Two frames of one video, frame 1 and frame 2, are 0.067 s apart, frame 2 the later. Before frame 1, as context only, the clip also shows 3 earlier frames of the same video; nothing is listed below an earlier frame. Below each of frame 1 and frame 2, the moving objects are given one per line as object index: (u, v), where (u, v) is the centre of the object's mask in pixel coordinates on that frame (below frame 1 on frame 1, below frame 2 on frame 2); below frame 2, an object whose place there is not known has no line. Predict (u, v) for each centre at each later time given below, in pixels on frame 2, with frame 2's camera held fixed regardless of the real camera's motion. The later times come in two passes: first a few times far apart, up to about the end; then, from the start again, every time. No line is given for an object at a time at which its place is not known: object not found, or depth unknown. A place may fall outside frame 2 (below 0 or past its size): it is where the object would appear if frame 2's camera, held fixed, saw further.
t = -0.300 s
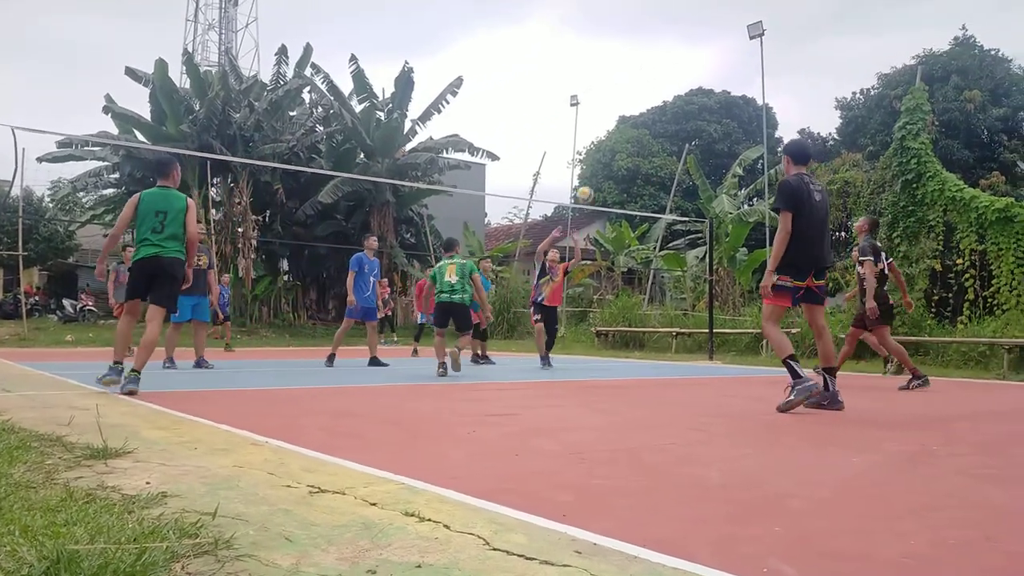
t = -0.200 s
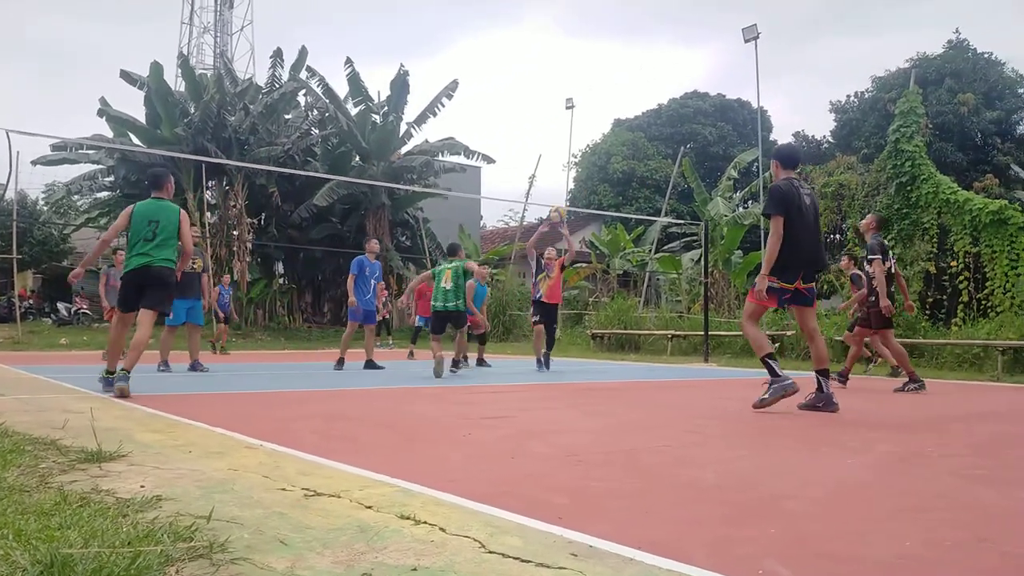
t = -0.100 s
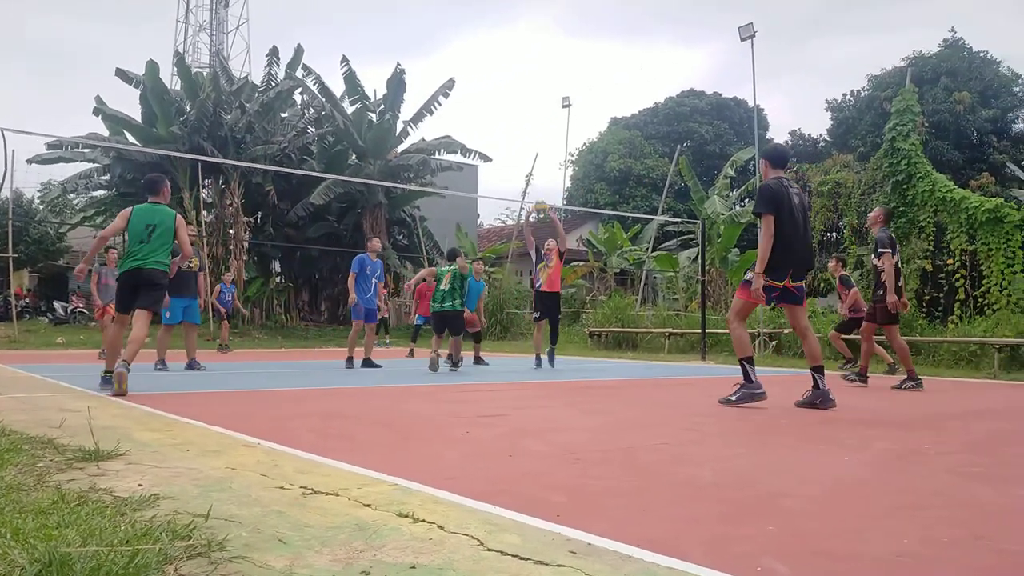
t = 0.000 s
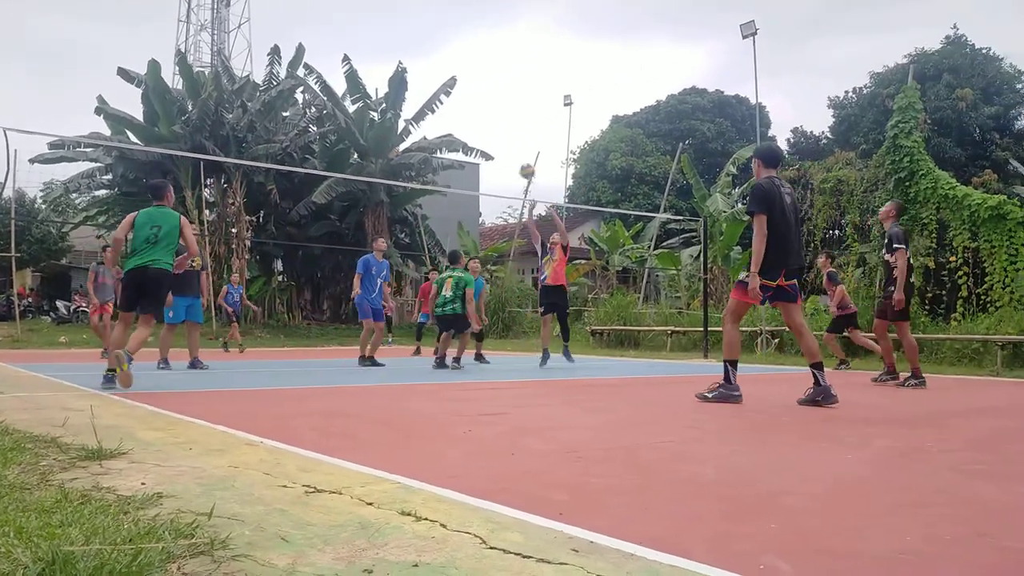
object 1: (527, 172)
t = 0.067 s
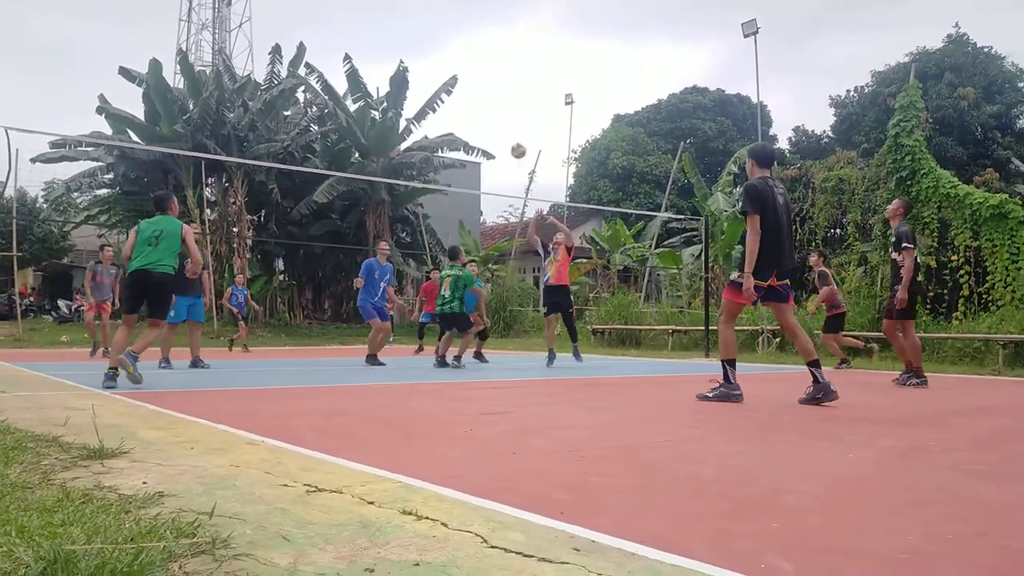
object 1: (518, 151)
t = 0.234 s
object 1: (494, 117)
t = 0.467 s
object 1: (458, 106)
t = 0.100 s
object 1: (513, 142)
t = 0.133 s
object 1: (508, 135)
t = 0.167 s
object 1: (503, 128)
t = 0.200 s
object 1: (498, 122)
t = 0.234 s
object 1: (494, 117)
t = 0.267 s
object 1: (488, 113)
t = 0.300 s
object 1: (483, 110)
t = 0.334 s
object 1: (478, 108)
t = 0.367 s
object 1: (473, 106)
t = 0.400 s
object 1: (468, 105)
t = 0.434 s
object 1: (464, 105)
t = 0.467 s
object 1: (458, 106)
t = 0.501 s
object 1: (453, 108)
